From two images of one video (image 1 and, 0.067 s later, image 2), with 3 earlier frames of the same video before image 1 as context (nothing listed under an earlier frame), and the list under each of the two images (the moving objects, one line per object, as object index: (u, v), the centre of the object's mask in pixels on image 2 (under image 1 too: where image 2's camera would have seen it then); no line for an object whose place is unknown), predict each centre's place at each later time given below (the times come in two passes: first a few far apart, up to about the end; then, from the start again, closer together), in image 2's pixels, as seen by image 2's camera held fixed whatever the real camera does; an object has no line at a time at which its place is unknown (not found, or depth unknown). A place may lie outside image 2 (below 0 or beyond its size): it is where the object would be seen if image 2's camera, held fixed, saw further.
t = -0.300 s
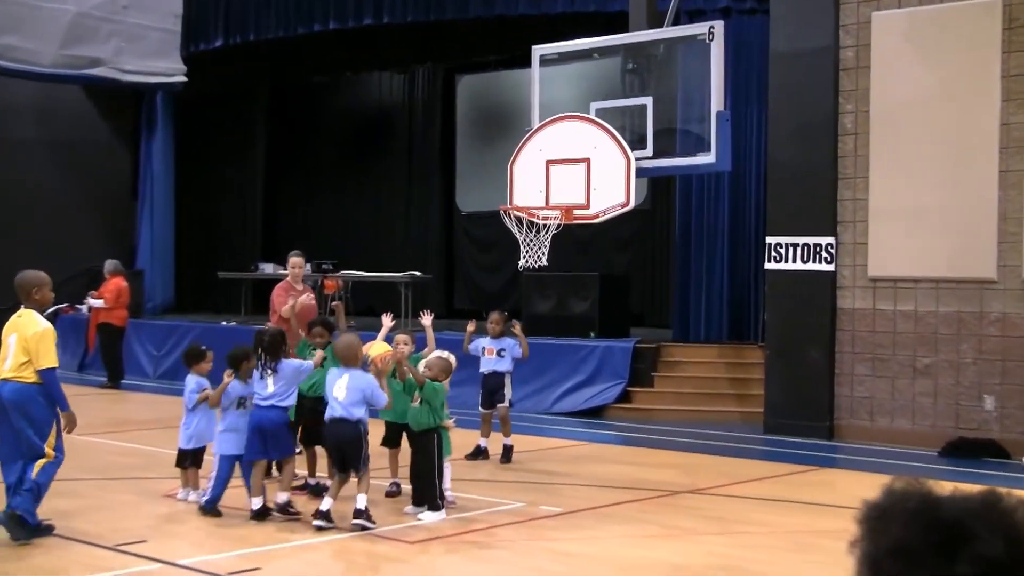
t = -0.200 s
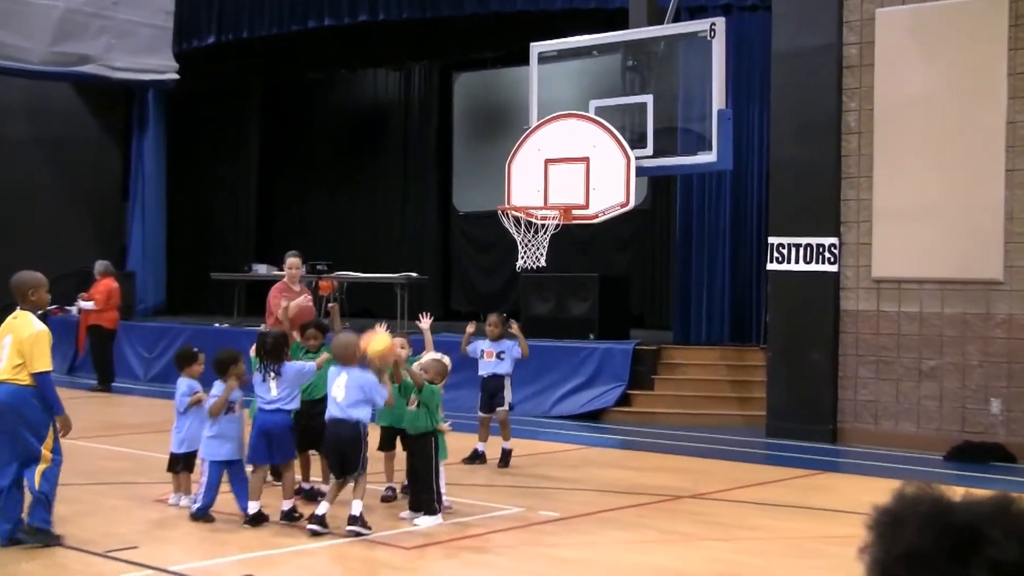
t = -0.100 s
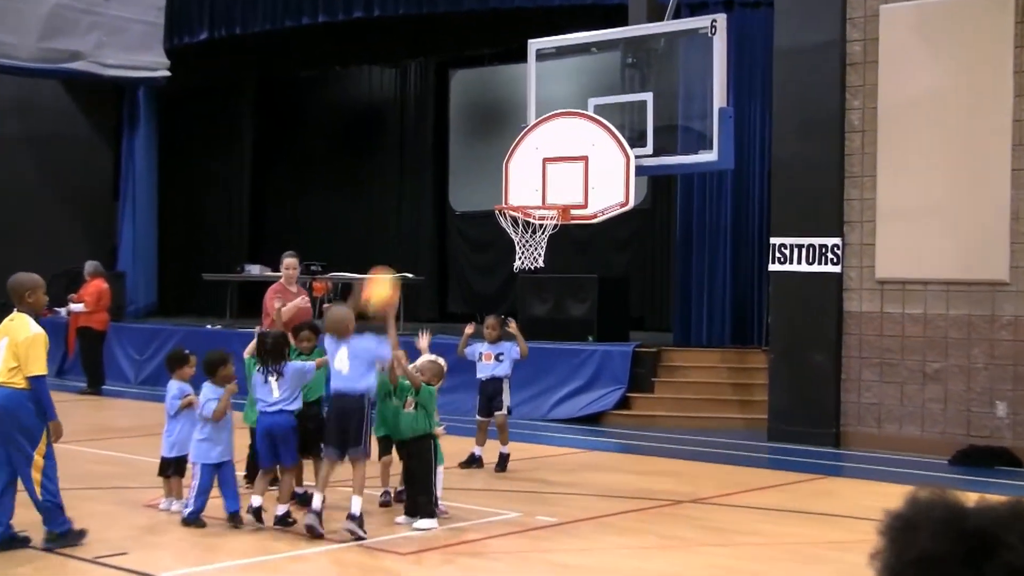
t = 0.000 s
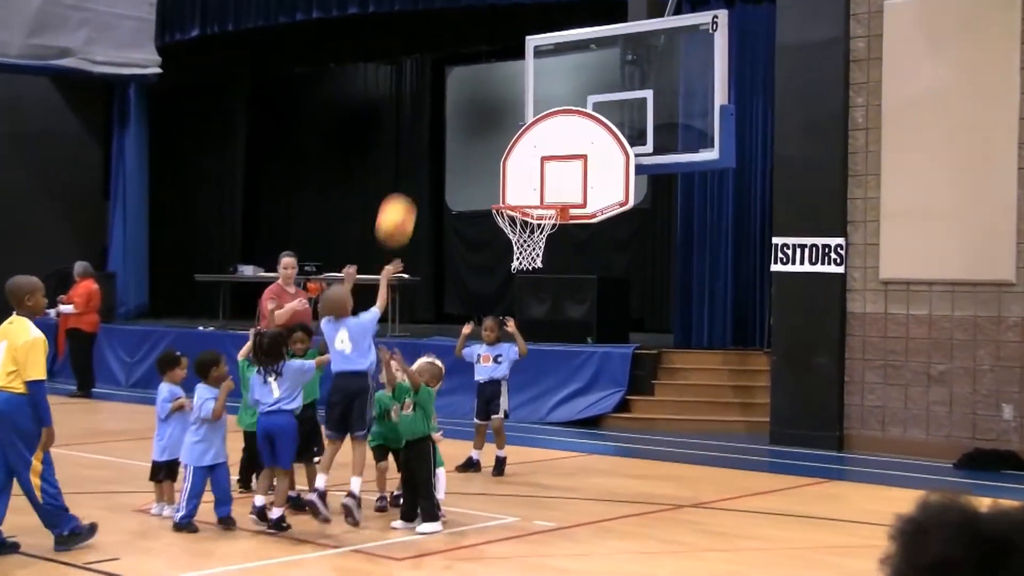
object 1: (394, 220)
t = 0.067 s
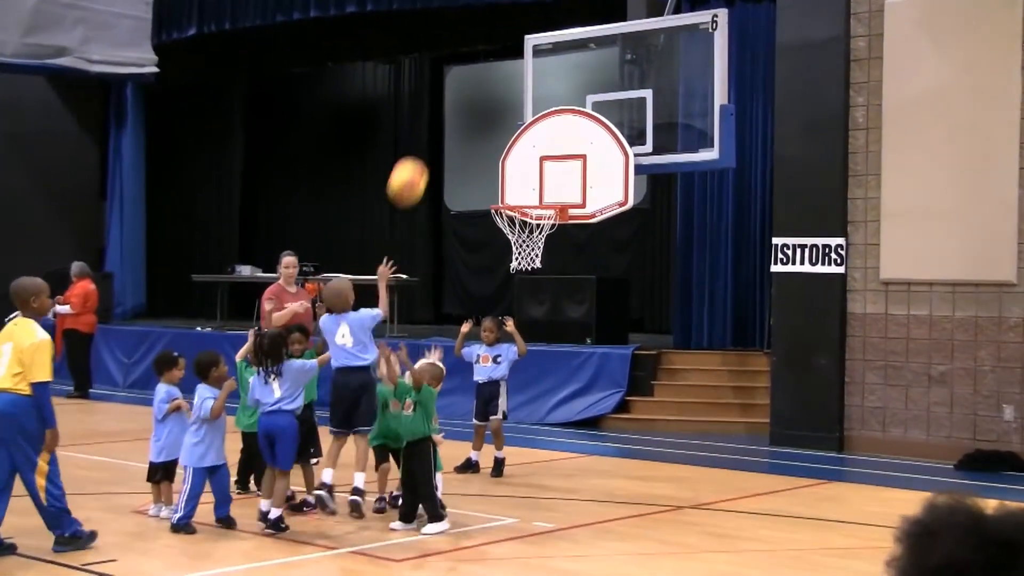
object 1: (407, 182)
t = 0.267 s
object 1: (445, 112)
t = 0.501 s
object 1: (482, 112)
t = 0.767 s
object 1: (519, 208)
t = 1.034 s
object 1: (538, 291)
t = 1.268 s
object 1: (549, 413)
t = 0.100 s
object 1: (414, 166)
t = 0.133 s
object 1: (420, 151)
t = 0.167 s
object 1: (426, 138)
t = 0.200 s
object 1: (433, 128)
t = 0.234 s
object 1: (439, 119)
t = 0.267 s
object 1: (445, 112)
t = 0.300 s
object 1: (450, 107)
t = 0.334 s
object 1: (456, 103)
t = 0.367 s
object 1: (462, 102)
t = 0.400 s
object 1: (467, 102)
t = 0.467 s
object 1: (477, 107)
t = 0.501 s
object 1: (482, 112)
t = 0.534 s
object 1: (487, 119)
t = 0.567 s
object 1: (492, 127)
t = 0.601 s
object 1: (496, 136)
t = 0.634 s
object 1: (500, 146)
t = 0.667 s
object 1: (505, 159)
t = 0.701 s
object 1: (509, 175)
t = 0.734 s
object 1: (515, 190)
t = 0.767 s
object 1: (519, 208)
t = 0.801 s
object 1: (522, 223)
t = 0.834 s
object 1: (526, 242)
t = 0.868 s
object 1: (528, 247)
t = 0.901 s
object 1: (531, 252)
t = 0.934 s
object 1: (532, 260)
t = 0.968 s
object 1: (534, 269)
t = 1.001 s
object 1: (536, 279)
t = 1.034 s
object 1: (538, 291)
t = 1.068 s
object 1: (539, 305)
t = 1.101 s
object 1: (540, 319)
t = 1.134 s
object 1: (542, 335)
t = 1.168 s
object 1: (544, 353)
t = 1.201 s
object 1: (546, 373)
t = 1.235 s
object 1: (547, 392)
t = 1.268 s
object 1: (549, 413)
